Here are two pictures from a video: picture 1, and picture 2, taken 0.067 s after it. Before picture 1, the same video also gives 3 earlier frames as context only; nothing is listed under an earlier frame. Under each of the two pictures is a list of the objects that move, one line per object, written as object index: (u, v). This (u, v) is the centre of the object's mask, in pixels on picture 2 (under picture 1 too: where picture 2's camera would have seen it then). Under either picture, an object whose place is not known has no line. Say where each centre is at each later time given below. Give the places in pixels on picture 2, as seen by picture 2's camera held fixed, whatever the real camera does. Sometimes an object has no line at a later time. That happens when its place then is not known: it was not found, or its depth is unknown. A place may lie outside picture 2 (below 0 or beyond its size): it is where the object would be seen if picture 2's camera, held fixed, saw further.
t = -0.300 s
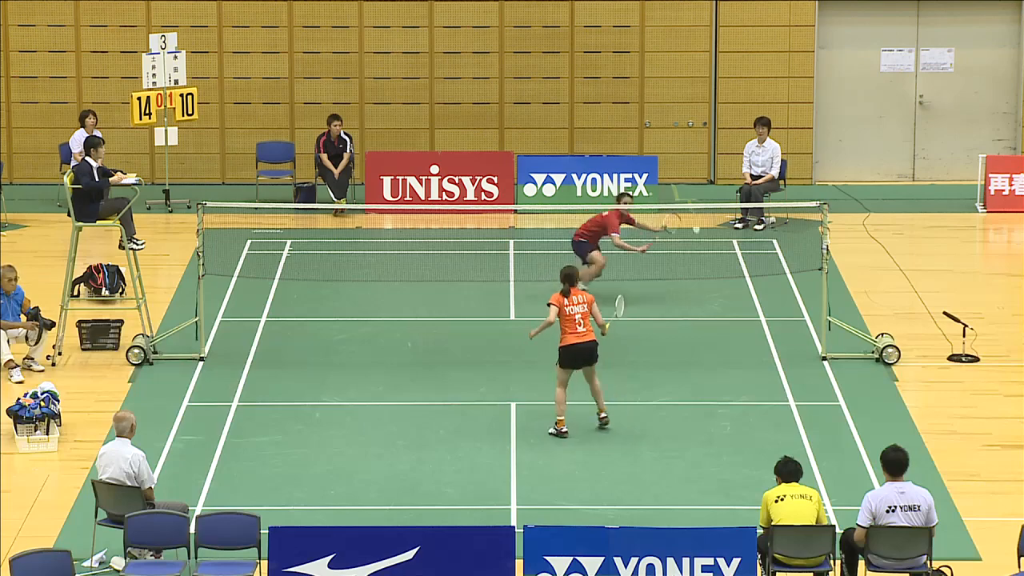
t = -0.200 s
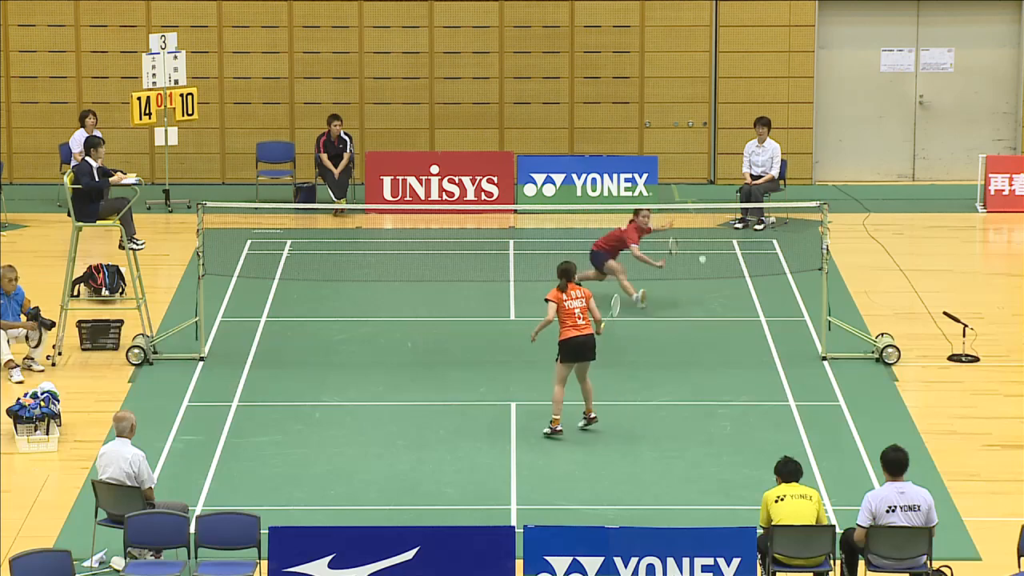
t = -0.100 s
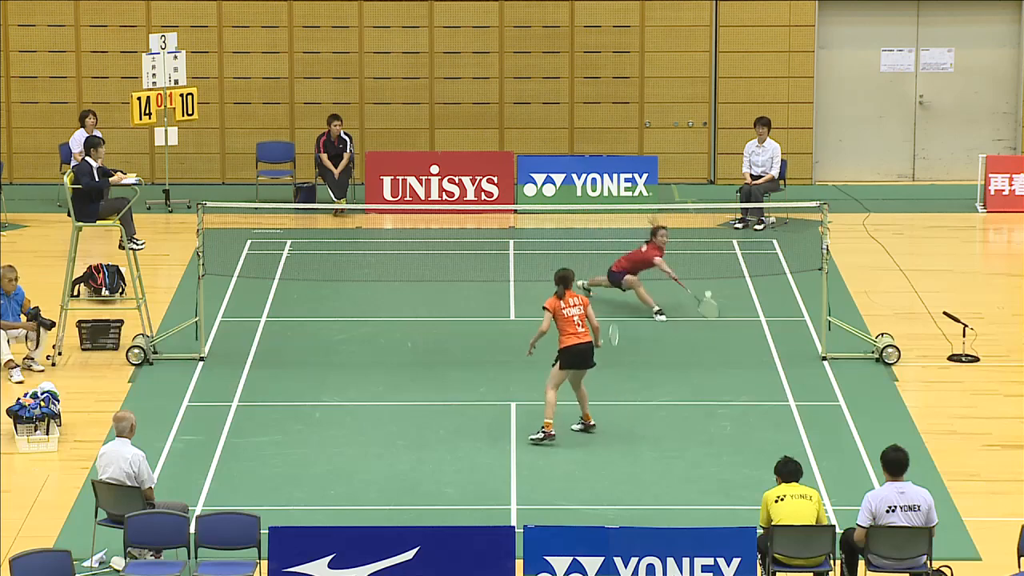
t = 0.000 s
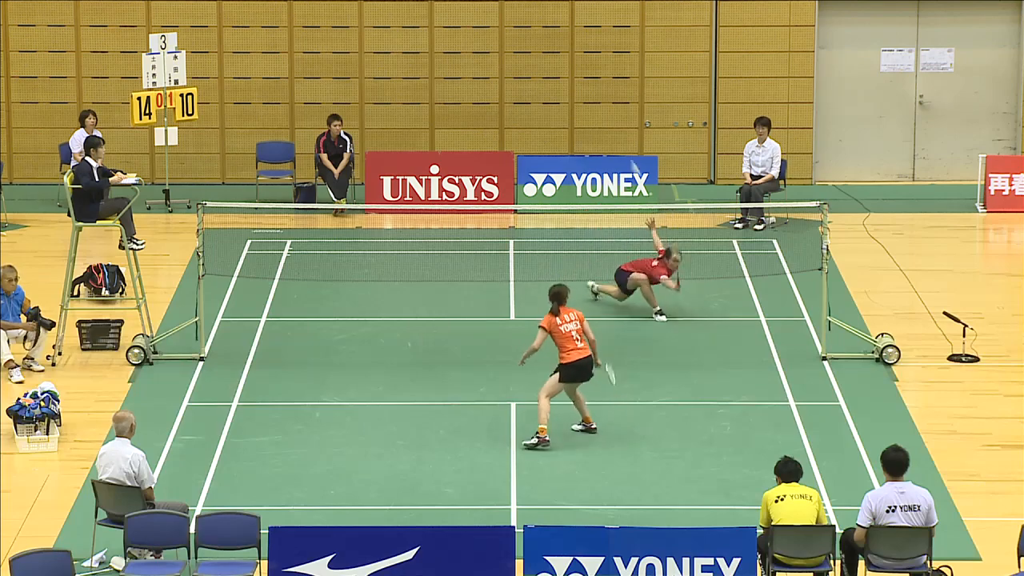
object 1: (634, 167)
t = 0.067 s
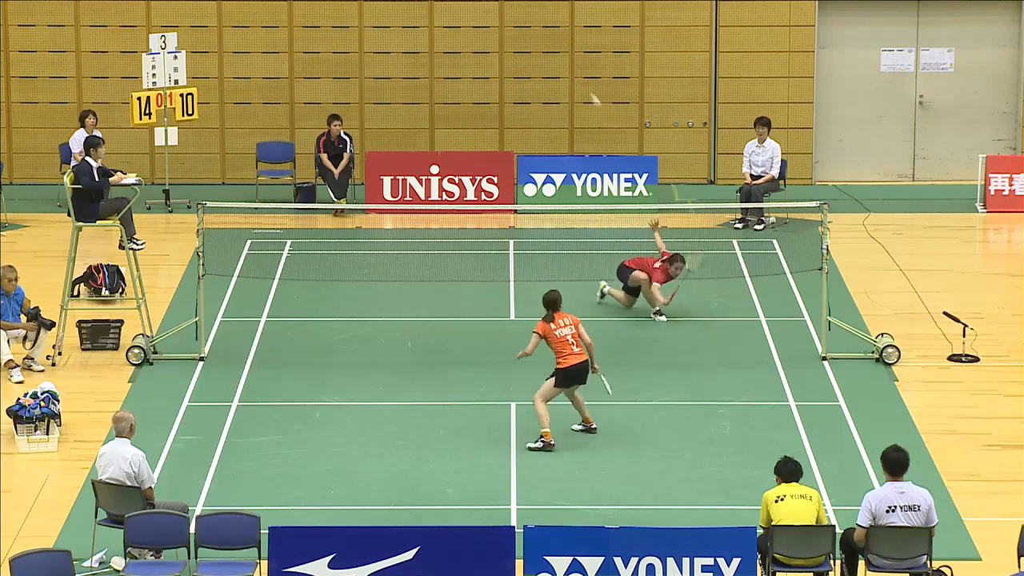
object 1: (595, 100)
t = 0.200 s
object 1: (533, 7)
